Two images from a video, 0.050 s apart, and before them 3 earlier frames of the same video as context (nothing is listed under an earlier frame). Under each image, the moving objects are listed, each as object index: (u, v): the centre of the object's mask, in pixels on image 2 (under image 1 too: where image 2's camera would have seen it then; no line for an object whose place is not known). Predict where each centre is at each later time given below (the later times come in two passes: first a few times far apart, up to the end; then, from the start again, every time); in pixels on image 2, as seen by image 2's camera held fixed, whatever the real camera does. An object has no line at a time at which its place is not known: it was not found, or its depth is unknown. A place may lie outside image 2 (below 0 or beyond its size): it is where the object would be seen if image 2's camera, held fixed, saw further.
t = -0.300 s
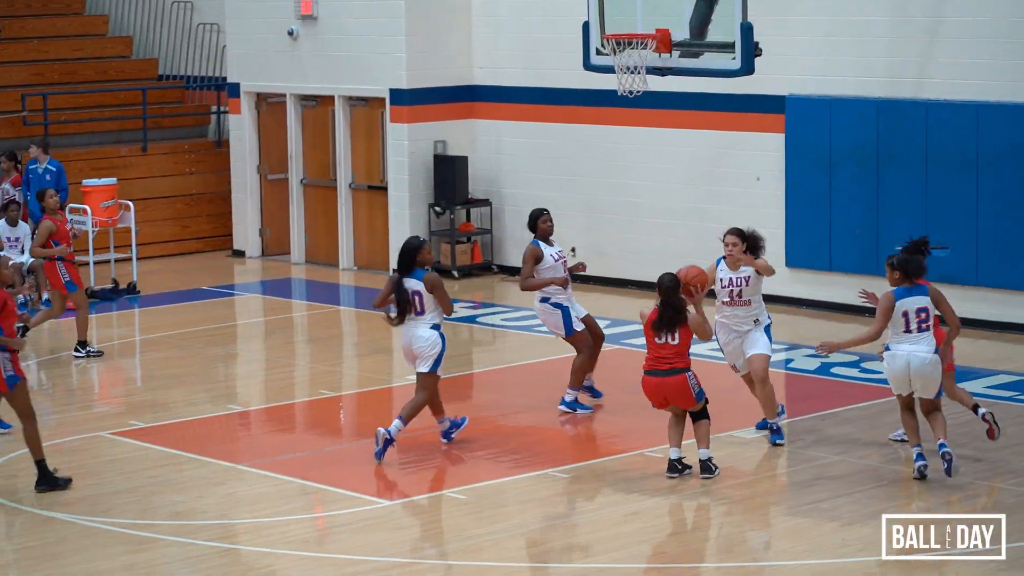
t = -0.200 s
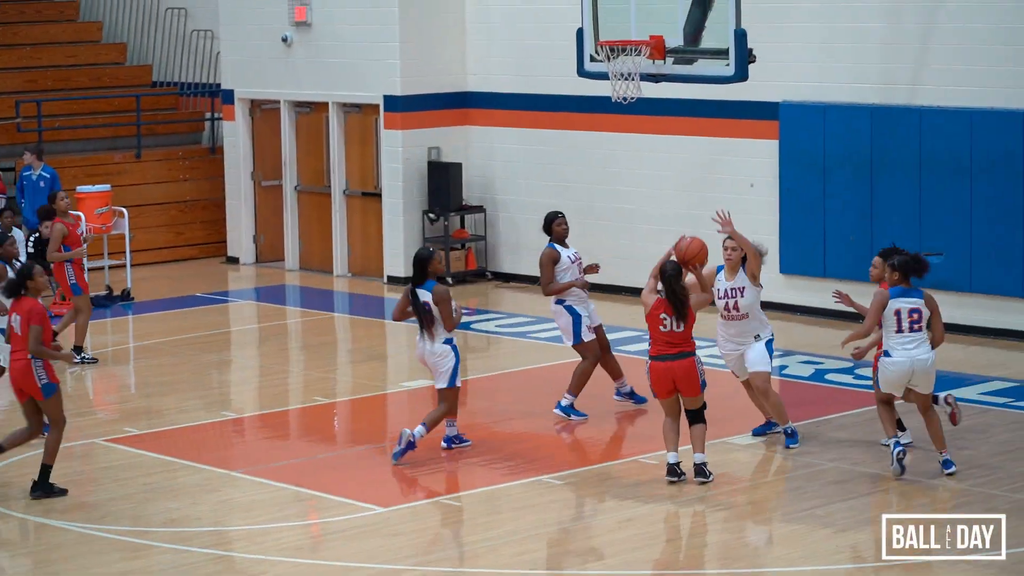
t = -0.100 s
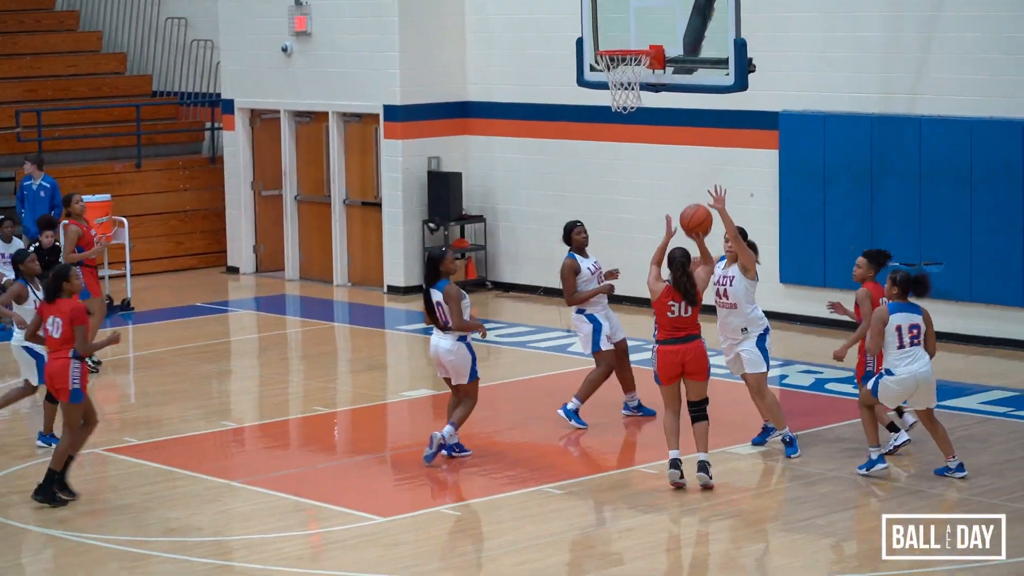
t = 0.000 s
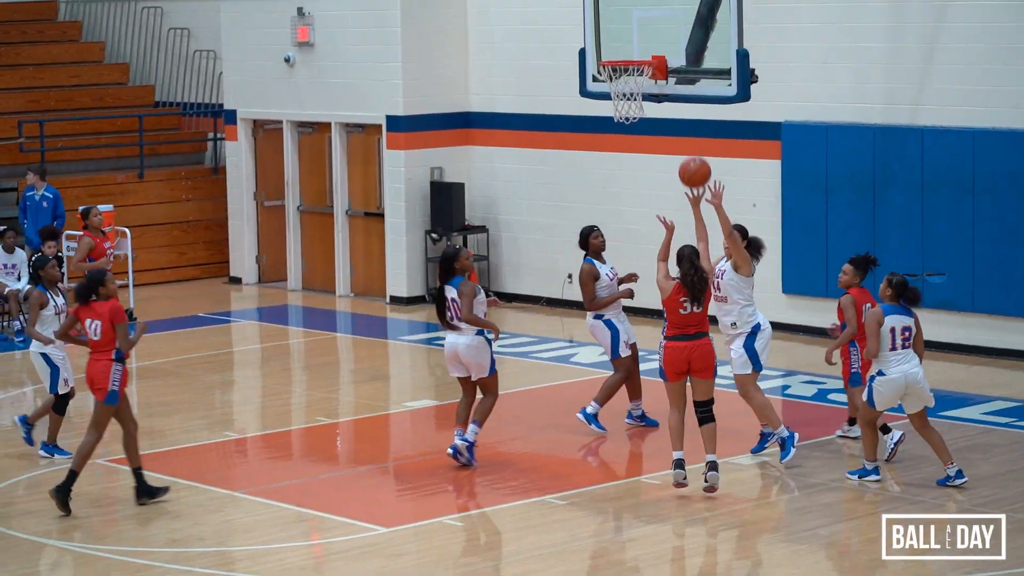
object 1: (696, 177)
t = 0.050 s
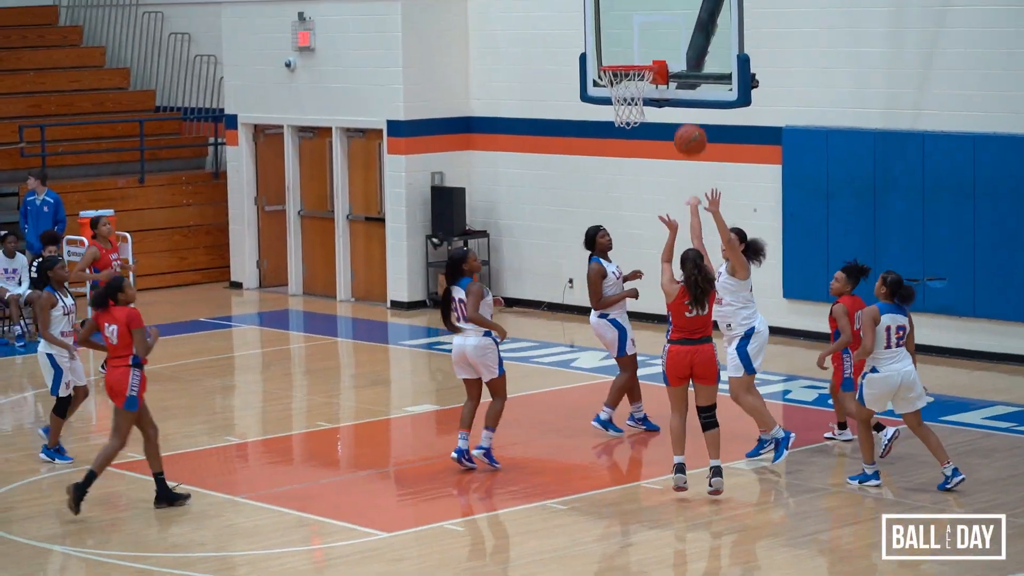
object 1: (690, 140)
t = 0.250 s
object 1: (670, 34)
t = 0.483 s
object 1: (650, -18)
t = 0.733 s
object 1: (630, 5)
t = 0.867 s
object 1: (620, 46)
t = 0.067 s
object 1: (689, 129)
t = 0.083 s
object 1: (687, 118)
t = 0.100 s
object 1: (685, 108)
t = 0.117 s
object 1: (683, 98)
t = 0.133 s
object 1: (682, 88)
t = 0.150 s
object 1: (680, 79)
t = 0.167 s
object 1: (679, 70)
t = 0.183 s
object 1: (677, 63)
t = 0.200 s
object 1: (675, 54)
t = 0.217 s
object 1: (674, 47)
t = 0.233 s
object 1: (672, 40)
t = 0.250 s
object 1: (670, 34)
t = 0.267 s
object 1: (669, 27)
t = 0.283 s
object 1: (667, 21)
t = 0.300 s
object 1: (666, 16)
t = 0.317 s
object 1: (664, 11)
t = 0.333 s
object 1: (663, 6)
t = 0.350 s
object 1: (661, 2)
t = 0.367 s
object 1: (660, -2)
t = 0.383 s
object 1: (658, -5)
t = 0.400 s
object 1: (657, -8)
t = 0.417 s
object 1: (656, -11)
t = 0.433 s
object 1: (654, -14)
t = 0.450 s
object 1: (653, -15)
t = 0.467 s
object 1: (651, -17)
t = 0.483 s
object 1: (650, -18)
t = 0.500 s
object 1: (648, -19)
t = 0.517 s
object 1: (647, -19)
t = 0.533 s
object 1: (646, -20)
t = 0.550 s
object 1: (645, -19)
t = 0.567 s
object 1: (643, -19)
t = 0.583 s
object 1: (642, -18)
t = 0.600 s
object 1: (641, -17)
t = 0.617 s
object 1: (639, -16)
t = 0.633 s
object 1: (638, -14)
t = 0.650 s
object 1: (636, -11)
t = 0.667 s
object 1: (635, -9)
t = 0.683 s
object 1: (634, -6)
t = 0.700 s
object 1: (632, -2)
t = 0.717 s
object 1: (631, 1)
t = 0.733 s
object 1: (630, 5)
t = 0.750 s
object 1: (629, 9)
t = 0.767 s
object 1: (627, 14)
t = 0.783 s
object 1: (626, 18)
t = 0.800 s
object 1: (625, 23)
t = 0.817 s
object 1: (624, 29)
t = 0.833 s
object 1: (622, 34)
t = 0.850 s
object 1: (621, 41)
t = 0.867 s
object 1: (620, 46)
